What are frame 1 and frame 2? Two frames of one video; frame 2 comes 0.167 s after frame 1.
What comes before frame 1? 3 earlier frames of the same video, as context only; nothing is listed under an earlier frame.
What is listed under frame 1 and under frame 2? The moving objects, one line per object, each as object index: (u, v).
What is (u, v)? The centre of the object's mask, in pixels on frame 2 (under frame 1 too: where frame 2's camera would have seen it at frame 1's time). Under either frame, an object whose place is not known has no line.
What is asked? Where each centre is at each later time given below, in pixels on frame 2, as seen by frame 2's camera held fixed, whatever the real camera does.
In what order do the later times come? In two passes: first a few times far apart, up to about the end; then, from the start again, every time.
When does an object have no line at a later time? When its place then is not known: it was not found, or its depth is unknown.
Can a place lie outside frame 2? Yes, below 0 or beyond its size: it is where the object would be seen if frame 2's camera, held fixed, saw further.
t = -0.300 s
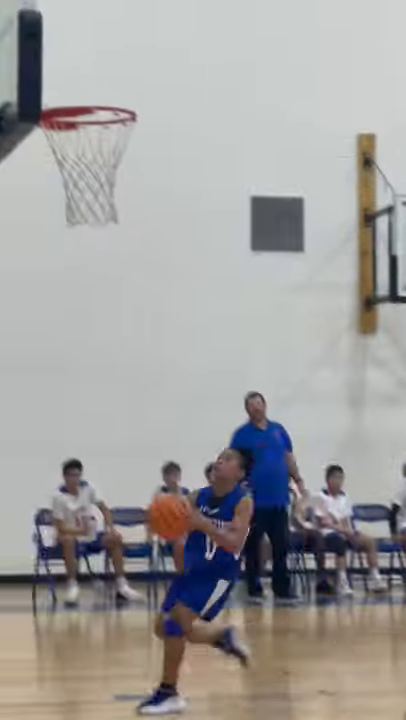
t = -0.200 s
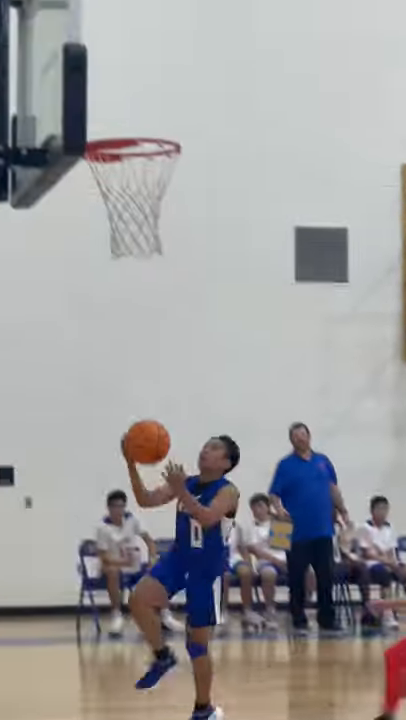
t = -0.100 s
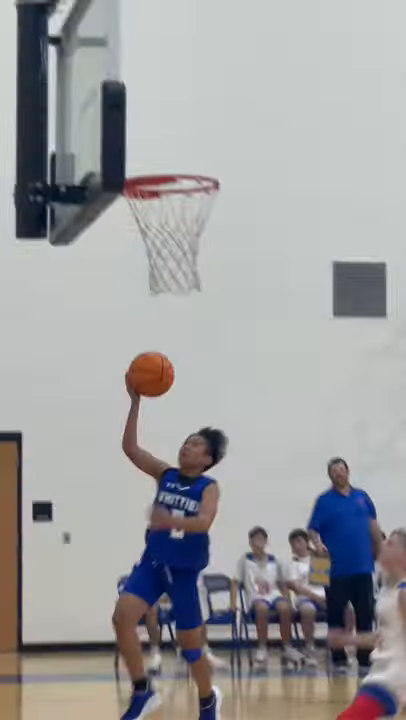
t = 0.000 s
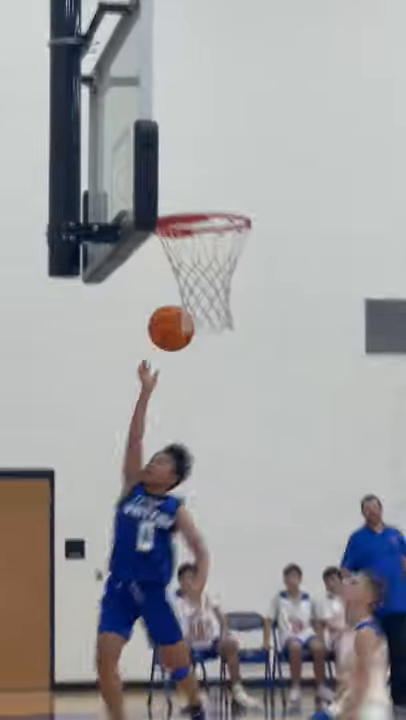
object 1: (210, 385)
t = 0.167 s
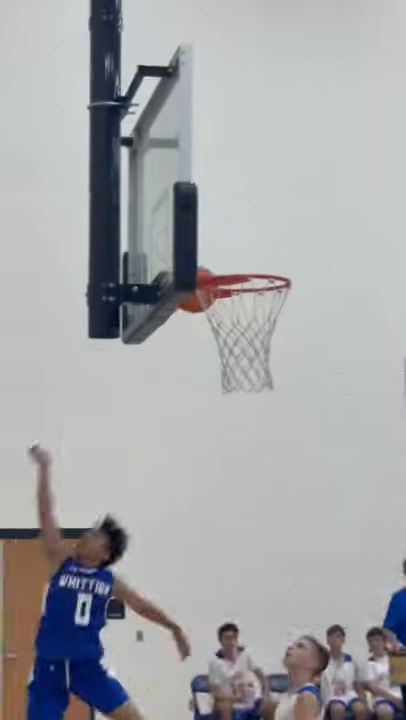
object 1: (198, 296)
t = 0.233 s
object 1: (203, 261)
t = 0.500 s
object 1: (211, 245)
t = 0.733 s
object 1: (241, 340)
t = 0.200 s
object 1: (204, 267)
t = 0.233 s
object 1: (203, 261)
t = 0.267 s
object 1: (202, 254)
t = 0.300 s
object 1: (201, 247)
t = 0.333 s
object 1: (200, 240)
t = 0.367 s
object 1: (202, 238)
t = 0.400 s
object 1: (204, 237)
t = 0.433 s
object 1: (207, 237)
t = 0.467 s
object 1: (209, 241)
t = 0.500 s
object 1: (211, 245)
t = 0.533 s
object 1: (214, 252)
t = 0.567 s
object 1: (216, 261)
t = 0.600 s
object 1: (220, 274)
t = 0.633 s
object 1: (225, 287)
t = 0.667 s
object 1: (231, 306)
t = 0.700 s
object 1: (236, 322)
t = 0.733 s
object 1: (241, 340)
